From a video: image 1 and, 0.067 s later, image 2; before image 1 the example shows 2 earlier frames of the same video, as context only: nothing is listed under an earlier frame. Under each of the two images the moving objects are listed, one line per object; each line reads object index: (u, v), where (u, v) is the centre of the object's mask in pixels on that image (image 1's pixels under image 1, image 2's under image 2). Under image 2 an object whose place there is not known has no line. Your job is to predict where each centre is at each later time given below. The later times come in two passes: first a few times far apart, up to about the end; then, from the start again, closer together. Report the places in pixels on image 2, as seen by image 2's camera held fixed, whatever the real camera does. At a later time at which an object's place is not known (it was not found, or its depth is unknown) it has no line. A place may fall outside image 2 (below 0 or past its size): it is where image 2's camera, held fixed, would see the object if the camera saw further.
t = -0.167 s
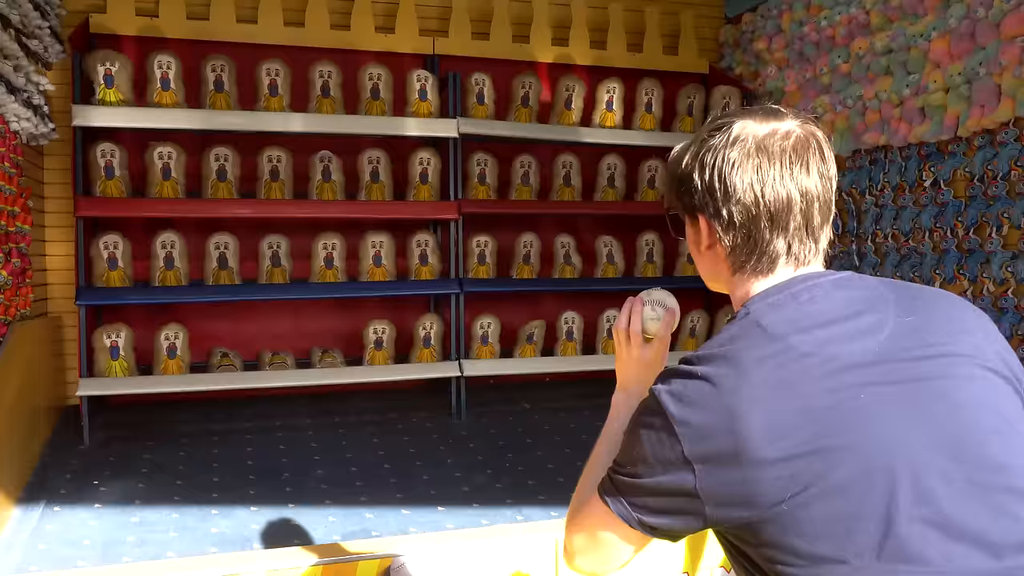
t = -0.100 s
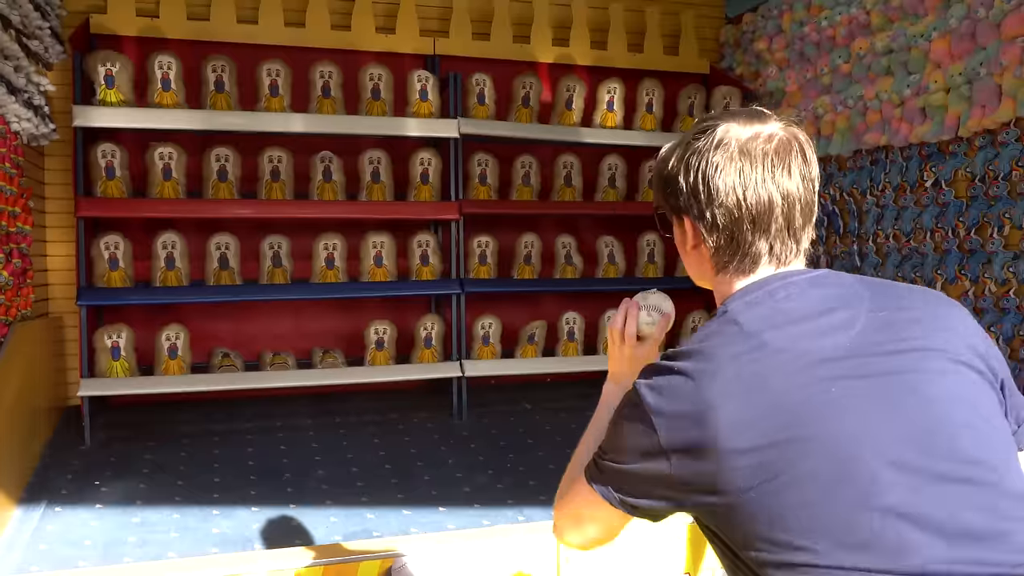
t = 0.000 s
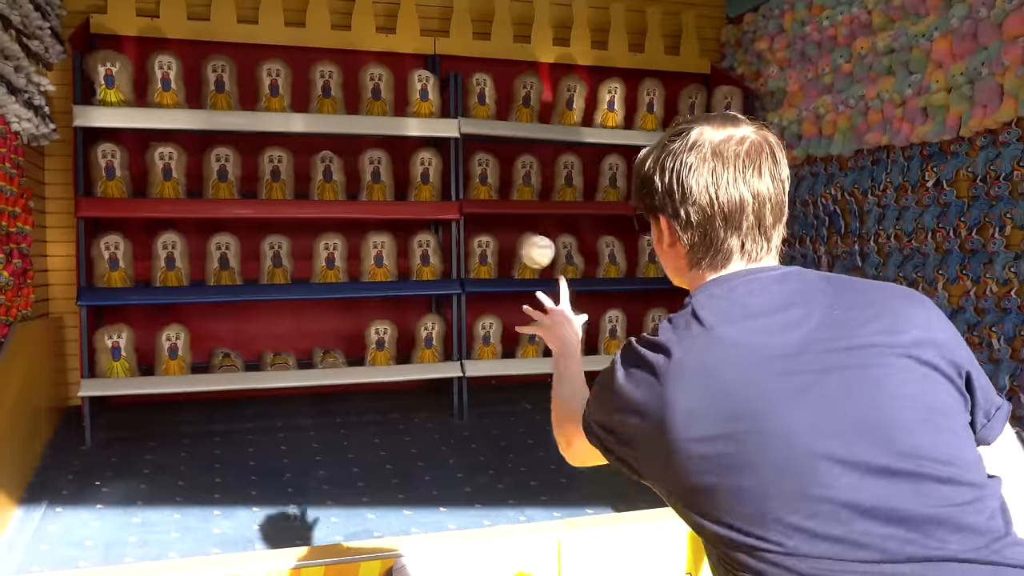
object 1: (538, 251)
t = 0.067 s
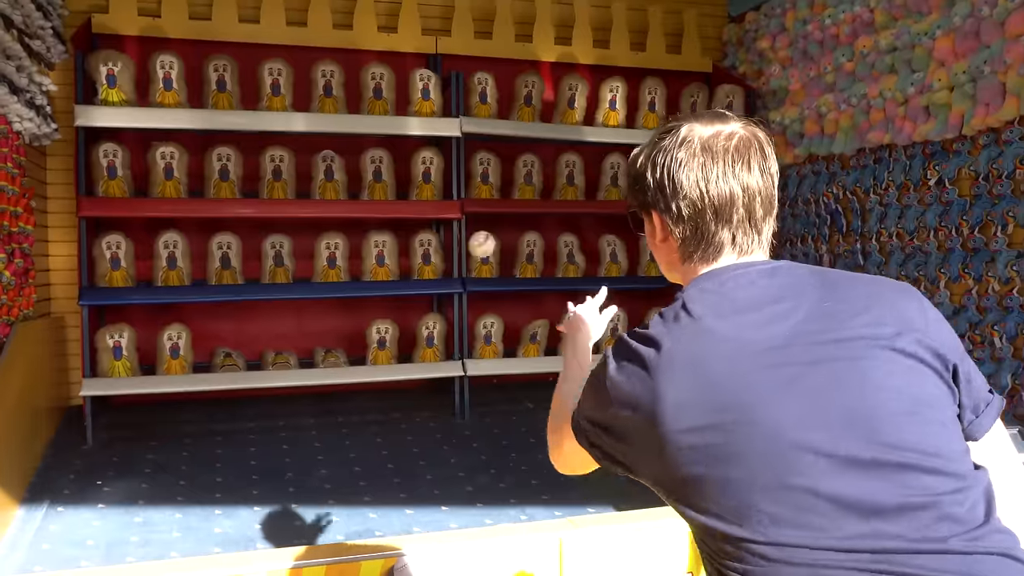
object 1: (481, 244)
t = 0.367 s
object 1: (382, 329)
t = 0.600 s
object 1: (360, 359)
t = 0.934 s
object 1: (334, 389)
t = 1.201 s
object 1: (324, 406)
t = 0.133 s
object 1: (444, 254)
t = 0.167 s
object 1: (431, 261)
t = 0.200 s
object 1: (418, 272)
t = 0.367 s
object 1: (382, 329)
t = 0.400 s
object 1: (380, 333)
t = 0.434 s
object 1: (377, 340)
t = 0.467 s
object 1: (375, 345)
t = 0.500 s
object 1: (373, 349)
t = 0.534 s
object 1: (369, 351)
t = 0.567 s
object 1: (364, 354)
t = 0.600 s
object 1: (360, 359)
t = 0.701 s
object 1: (349, 363)
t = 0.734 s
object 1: (346, 363)
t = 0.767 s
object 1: (343, 364)
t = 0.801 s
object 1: (340, 365)
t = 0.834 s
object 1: (340, 365)
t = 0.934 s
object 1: (334, 389)
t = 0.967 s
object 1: (334, 393)
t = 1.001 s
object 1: (332, 403)
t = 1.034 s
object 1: (331, 416)
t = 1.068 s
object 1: (329, 415)
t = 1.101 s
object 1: (328, 410)
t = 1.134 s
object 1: (327, 407)
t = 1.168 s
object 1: (325, 405)
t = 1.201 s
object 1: (324, 406)
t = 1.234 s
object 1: (323, 409)
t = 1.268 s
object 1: (322, 414)
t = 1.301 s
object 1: (321, 422)
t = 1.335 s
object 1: (320, 420)
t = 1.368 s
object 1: (319, 419)
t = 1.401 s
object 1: (318, 420)
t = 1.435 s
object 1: (317, 424)
